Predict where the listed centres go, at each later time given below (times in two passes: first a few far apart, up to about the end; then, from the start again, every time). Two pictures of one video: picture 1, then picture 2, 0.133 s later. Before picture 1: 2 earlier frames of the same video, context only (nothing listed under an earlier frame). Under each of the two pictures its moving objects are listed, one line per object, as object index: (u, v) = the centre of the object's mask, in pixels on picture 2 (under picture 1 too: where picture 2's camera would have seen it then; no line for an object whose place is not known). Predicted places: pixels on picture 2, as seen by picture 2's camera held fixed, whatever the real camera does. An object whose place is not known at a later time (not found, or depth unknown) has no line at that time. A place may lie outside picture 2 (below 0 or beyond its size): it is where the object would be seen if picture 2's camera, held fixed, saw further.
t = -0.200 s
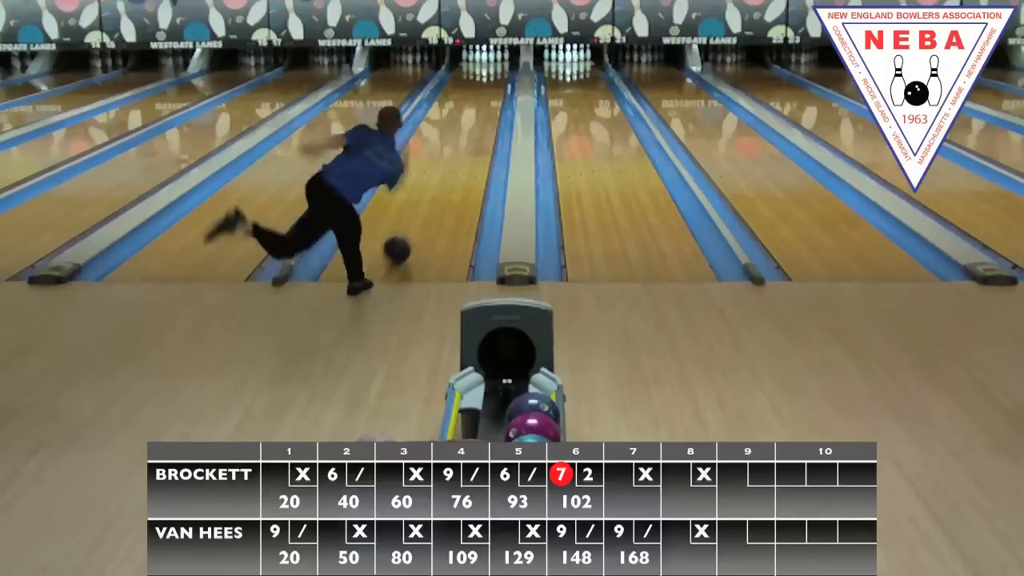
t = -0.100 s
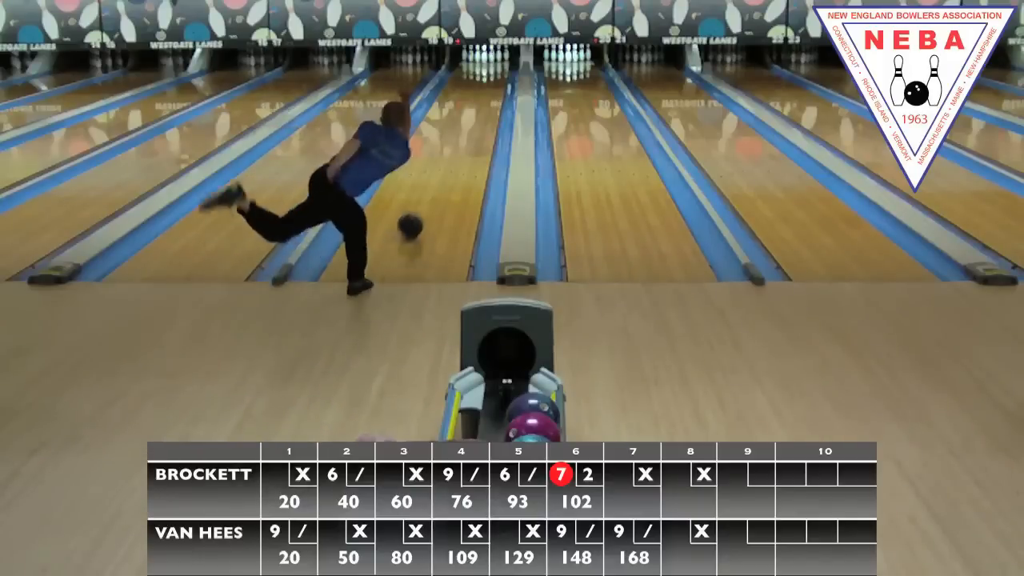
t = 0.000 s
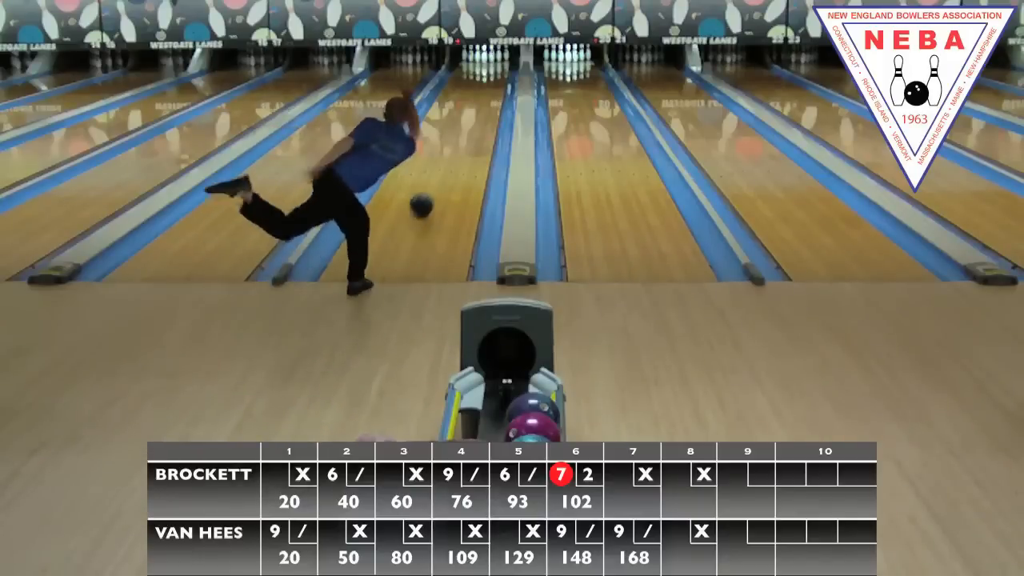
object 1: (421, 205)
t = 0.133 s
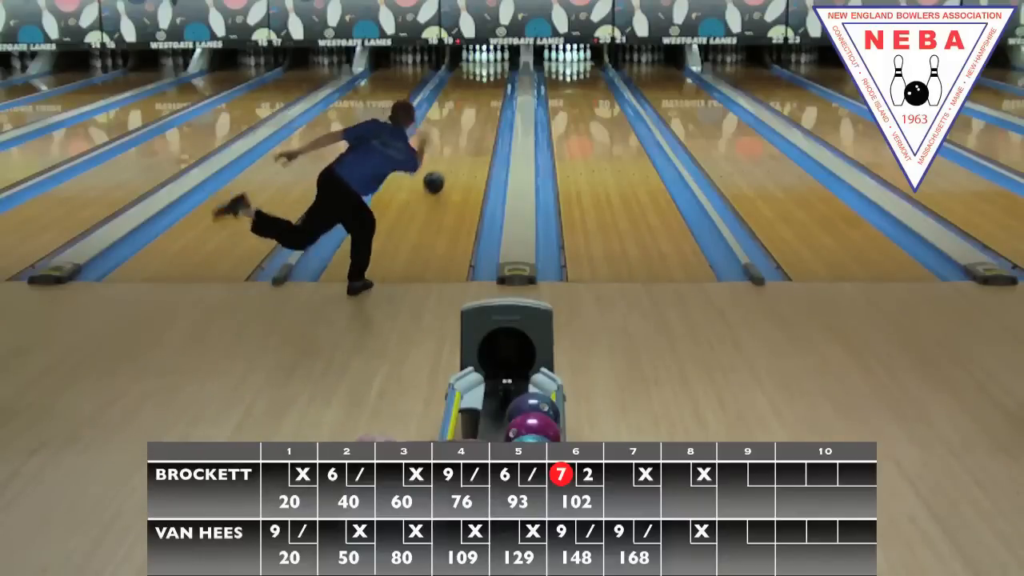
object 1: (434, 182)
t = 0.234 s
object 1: (441, 167)
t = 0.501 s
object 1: (457, 137)
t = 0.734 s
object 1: (468, 116)
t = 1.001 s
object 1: (477, 100)
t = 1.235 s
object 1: (481, 87)
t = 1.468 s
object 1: (485, 76)
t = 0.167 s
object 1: (436, 177)
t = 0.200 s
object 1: (439, 172)
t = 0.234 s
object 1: (441, 167)
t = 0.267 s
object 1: (444, 163)
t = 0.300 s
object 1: (446, 159)
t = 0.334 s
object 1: (448, 155)
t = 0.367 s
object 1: (450, 151)
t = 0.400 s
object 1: (452, 147)
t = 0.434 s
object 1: (454, 144)
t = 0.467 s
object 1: (455, 140)
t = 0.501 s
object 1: (457, 137)
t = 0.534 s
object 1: (459, 133)
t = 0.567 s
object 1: (461, 130)
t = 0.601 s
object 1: (462, 127)
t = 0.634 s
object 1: (463, 124)
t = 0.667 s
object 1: (465, 121)
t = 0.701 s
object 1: (466, 119)
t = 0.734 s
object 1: (468, 116)
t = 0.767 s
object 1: (469, 114)
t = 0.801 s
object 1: (470, 112)
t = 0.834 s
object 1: (471, 109)
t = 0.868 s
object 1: (472, 107)
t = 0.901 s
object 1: (473, 105)
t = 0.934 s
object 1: (474, 103)
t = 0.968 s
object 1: (475, 101)
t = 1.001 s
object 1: (477, 100)
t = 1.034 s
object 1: (478, 97)
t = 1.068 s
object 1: (479, 96)
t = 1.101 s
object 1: (479, 94)
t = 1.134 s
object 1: (479, 93)
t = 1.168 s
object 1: (480, 91)
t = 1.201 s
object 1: (481, 90)
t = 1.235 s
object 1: (481, 87)
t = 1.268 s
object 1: (482, 86)
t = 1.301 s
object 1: (483, 83)
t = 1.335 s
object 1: (483, 82)
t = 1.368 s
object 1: (484, 80)
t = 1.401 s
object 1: (485, 78)
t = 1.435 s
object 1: (485, 77)
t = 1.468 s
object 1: (485, 76)
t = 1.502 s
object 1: (486, 75)
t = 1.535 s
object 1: (487, 72)
